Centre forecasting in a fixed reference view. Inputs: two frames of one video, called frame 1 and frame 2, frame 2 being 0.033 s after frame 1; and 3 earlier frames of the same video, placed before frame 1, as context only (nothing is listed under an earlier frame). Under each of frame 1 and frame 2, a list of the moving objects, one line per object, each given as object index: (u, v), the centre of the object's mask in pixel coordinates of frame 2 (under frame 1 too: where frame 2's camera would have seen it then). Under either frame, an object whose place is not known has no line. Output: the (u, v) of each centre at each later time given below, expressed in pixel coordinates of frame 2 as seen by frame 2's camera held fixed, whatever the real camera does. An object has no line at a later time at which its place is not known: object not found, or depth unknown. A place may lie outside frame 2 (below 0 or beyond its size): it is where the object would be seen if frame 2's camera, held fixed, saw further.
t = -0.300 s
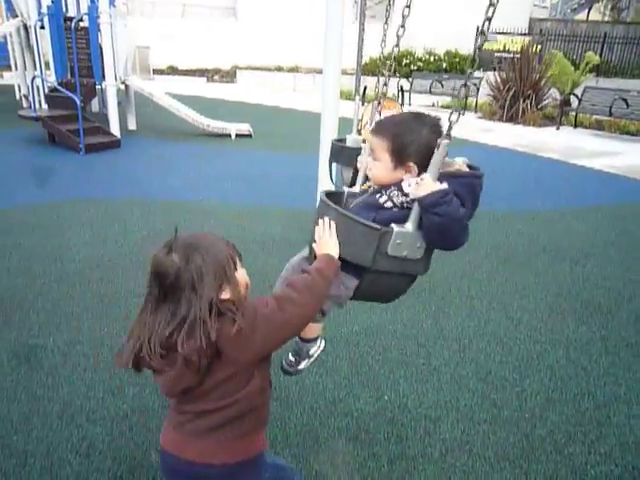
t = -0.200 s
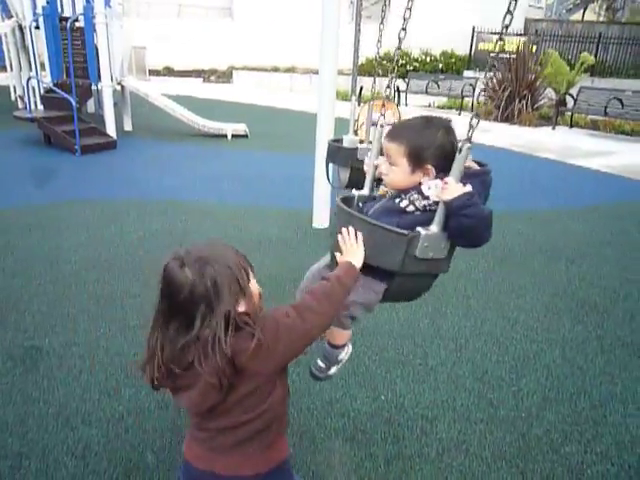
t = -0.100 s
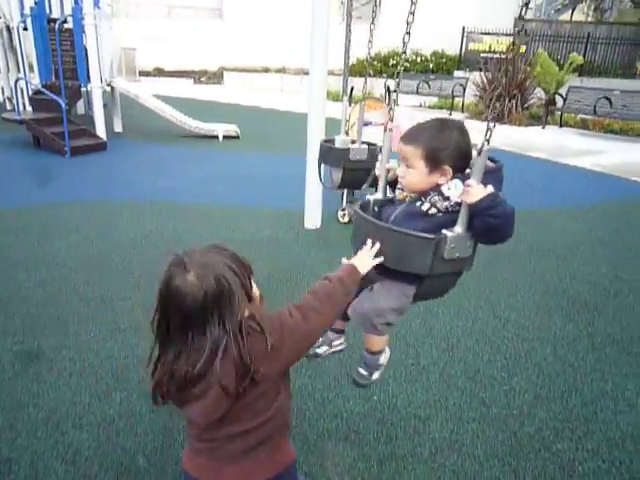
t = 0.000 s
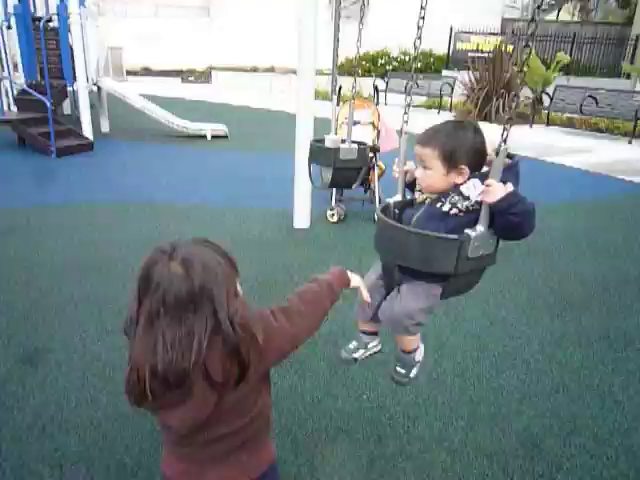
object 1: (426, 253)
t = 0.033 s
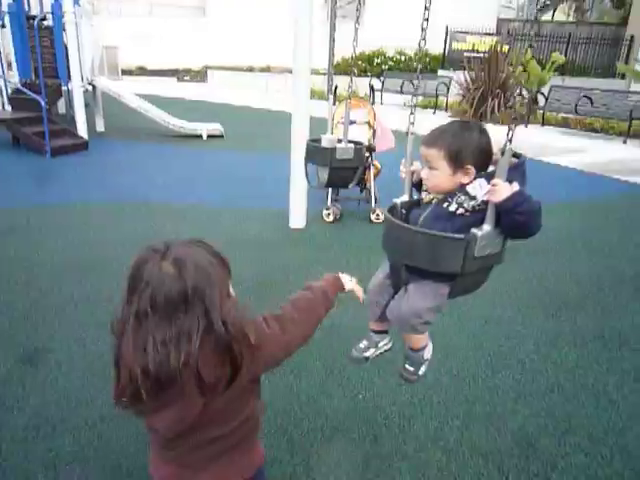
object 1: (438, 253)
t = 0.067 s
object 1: (449, 252)
